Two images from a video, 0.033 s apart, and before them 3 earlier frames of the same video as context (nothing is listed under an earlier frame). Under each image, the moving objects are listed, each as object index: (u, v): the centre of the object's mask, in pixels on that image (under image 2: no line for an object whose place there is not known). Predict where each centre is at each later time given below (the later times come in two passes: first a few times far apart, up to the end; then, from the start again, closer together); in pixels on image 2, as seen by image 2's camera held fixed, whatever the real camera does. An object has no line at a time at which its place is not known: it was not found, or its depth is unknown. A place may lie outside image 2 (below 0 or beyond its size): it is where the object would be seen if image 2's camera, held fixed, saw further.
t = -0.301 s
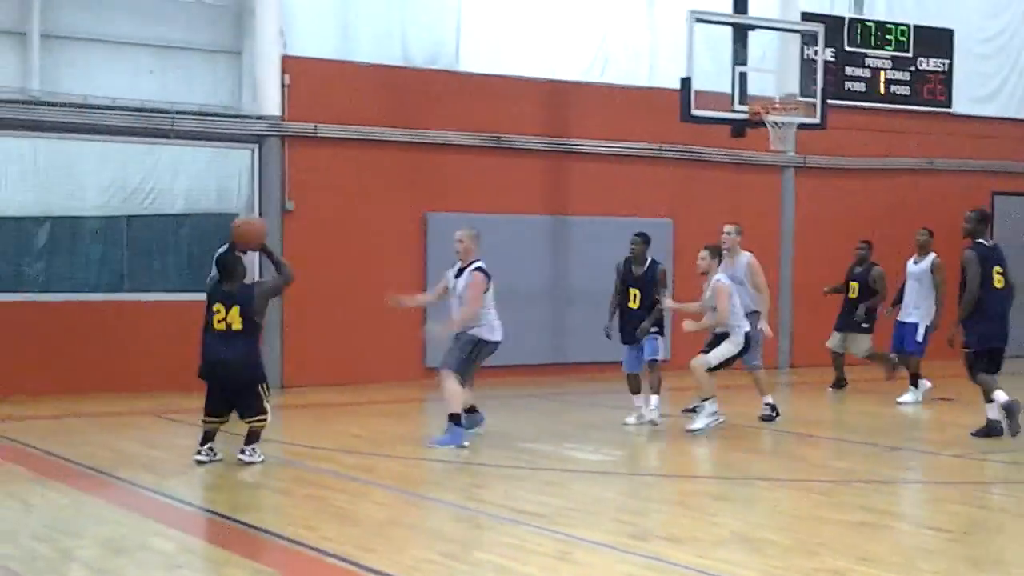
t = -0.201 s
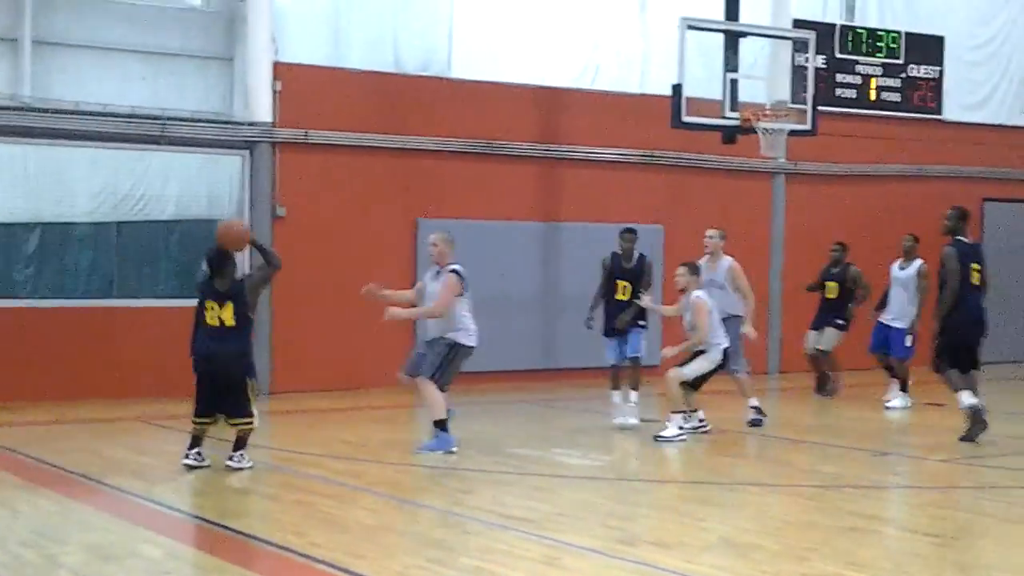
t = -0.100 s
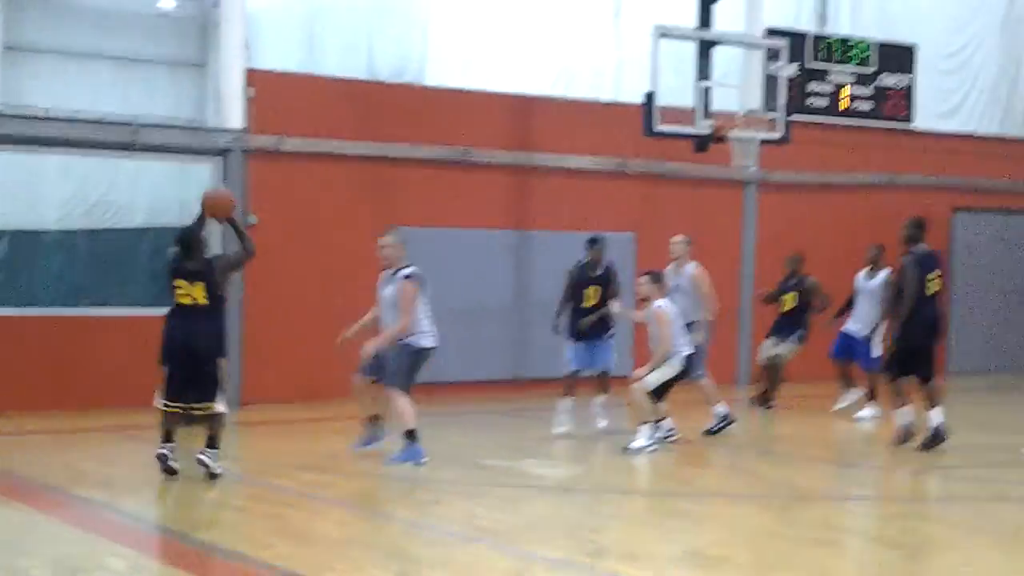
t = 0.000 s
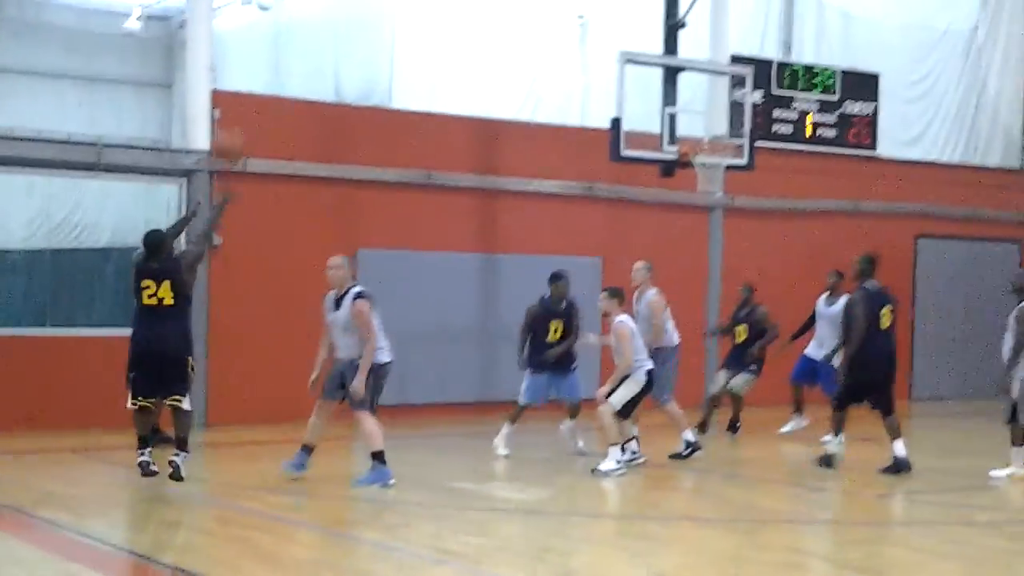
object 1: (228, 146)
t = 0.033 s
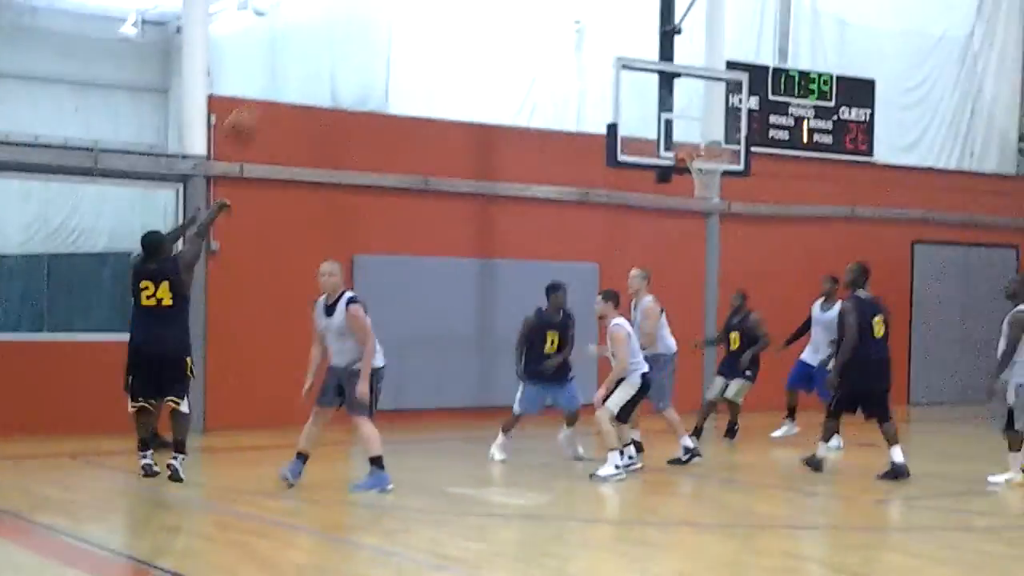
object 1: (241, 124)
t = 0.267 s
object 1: (360, -5)
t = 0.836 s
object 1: (578, -23)
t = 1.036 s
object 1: (639, 39)
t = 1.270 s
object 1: (687, 135)
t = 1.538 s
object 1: (647, 86)
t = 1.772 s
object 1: (605, 101)
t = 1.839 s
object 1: (594, 115)
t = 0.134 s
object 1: (296, 56)
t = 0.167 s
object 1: (314, 37)
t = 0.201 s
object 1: (329, 21)
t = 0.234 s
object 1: (344, 6)
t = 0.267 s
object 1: (360, -5)
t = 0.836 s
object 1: (578, -23)
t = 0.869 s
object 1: (588, -20)
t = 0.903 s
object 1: (599, -14)
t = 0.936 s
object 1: (609, -2)
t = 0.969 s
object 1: (619, 11)
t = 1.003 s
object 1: (629, 25)
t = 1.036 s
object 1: (639, 39)
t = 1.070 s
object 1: (647, 53)
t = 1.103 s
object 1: (657, 68)
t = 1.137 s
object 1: (665, 85)
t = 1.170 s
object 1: (672, 102)
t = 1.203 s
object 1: (682, 122)
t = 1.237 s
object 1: (690, 141)
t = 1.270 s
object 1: (687, 135)
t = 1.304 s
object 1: (682, 124)
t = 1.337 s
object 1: (677, 116)
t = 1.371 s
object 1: (672, 109)
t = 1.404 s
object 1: (667, 102)
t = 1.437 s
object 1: (662, 98)
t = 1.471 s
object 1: (658, 92)
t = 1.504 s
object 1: (652, 89)
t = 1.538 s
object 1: (647, 86)
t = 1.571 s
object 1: (641, 84)
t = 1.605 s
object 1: (635, 84)
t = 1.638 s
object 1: (629, 85)
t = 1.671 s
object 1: (623, 87)
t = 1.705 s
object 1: (617, 91)
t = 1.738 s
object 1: (611, 95)
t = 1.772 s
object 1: (605, 101)
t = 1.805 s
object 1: (599, 107)
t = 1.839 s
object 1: (594, 115)
